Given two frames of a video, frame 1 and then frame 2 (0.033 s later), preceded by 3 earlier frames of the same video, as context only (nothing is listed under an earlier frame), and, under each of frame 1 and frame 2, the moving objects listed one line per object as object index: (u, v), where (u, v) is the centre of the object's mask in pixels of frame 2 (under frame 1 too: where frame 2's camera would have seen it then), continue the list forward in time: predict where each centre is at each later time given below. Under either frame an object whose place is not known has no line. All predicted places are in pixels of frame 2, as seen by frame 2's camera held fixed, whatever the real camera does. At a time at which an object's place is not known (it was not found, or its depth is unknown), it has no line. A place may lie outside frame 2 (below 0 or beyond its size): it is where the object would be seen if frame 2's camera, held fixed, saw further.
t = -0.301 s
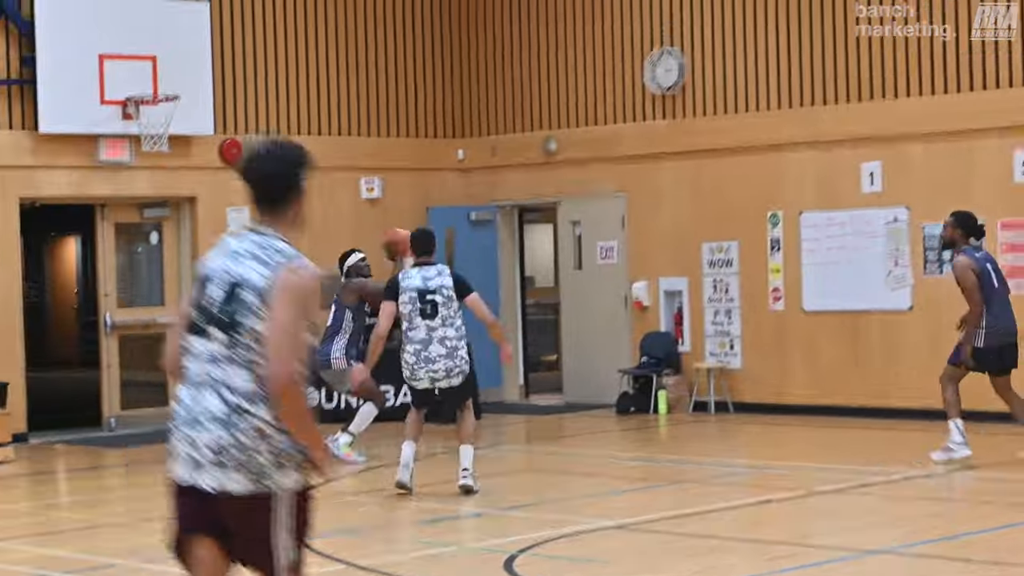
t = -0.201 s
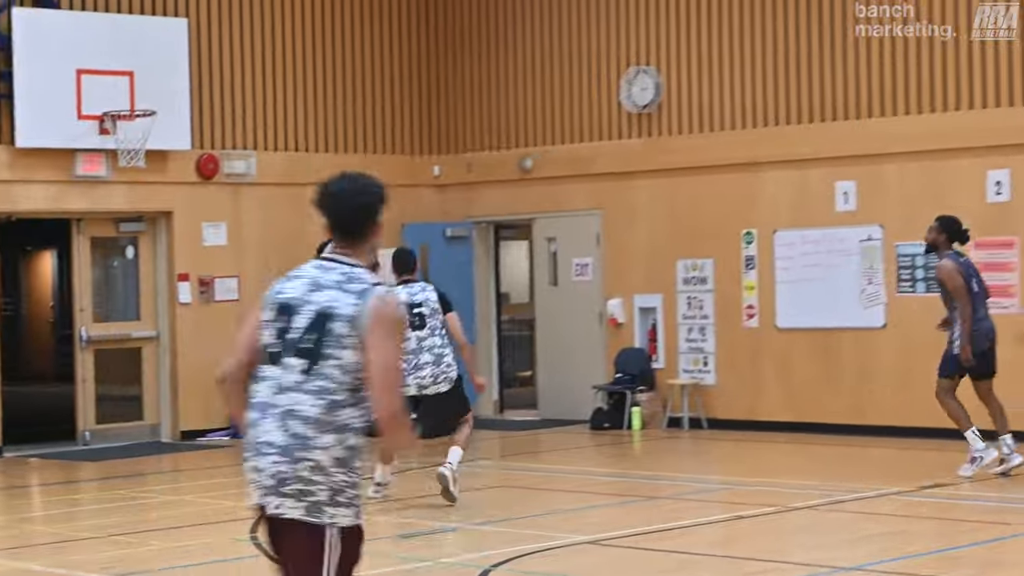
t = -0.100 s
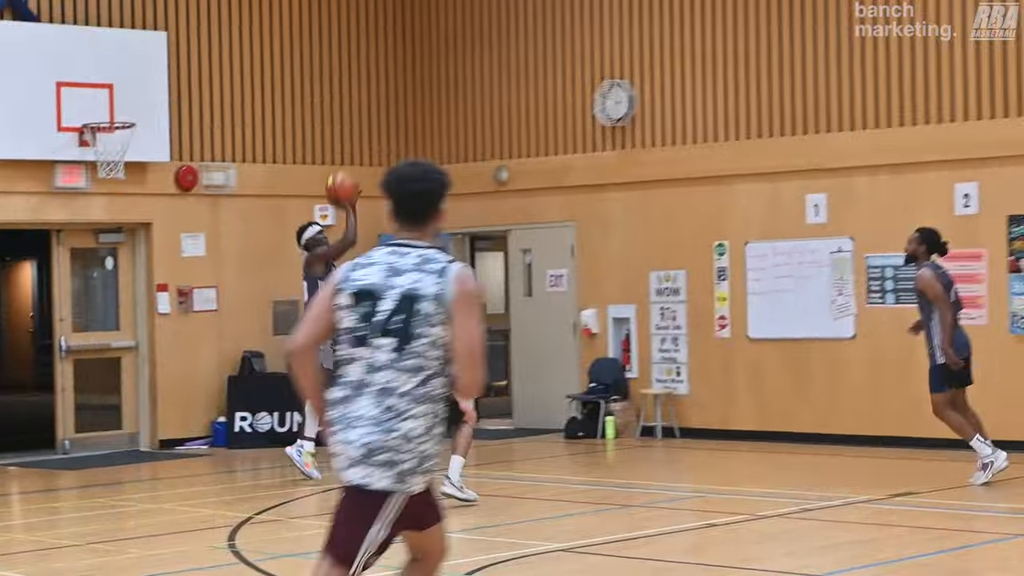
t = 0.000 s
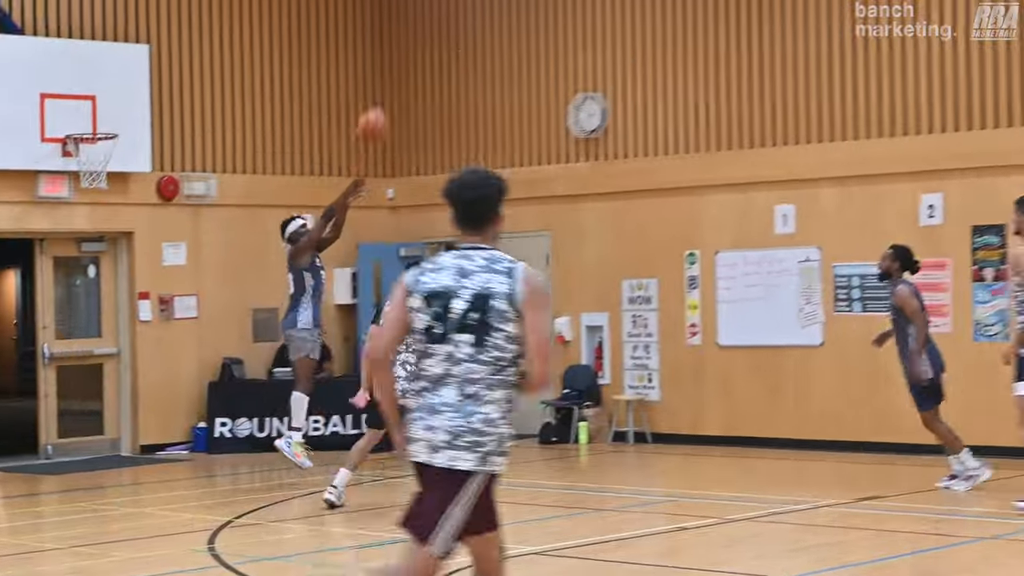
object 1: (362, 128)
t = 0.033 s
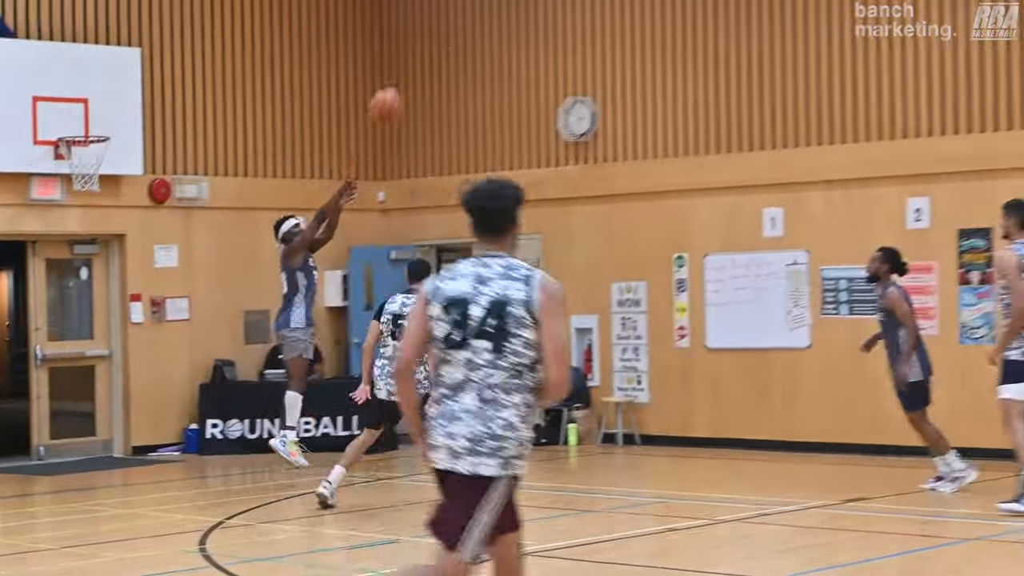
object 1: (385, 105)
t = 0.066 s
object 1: (407, 82)
